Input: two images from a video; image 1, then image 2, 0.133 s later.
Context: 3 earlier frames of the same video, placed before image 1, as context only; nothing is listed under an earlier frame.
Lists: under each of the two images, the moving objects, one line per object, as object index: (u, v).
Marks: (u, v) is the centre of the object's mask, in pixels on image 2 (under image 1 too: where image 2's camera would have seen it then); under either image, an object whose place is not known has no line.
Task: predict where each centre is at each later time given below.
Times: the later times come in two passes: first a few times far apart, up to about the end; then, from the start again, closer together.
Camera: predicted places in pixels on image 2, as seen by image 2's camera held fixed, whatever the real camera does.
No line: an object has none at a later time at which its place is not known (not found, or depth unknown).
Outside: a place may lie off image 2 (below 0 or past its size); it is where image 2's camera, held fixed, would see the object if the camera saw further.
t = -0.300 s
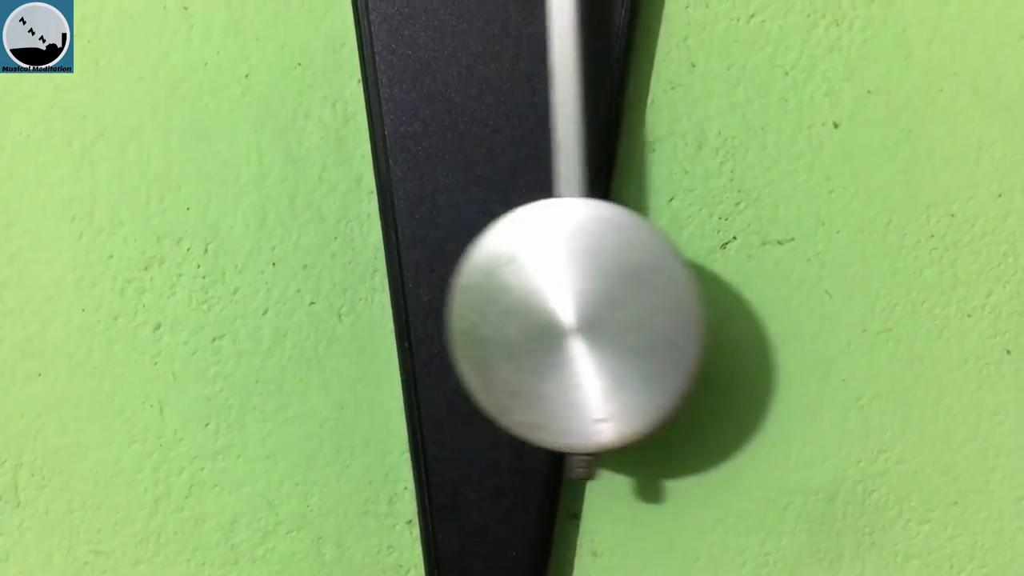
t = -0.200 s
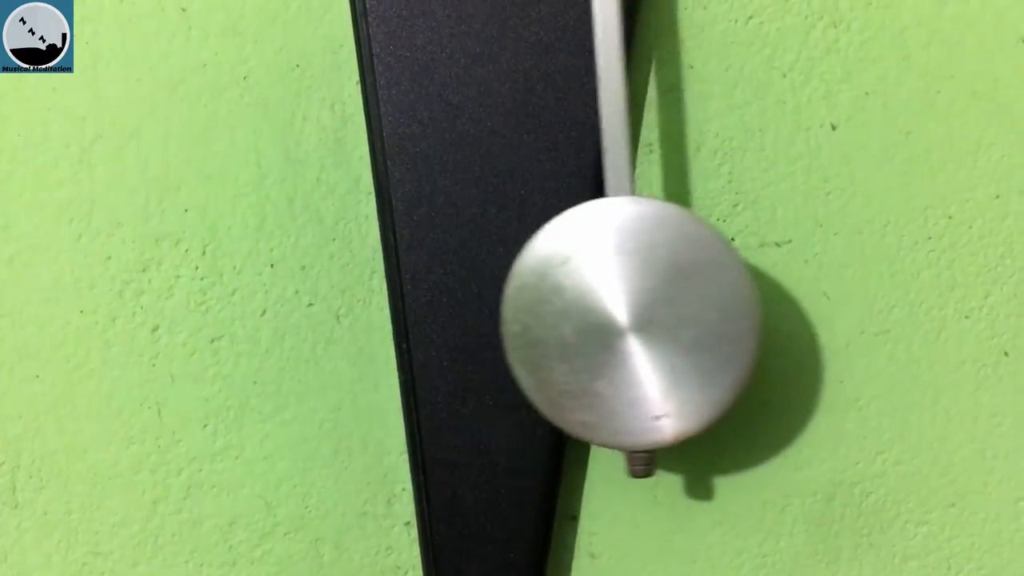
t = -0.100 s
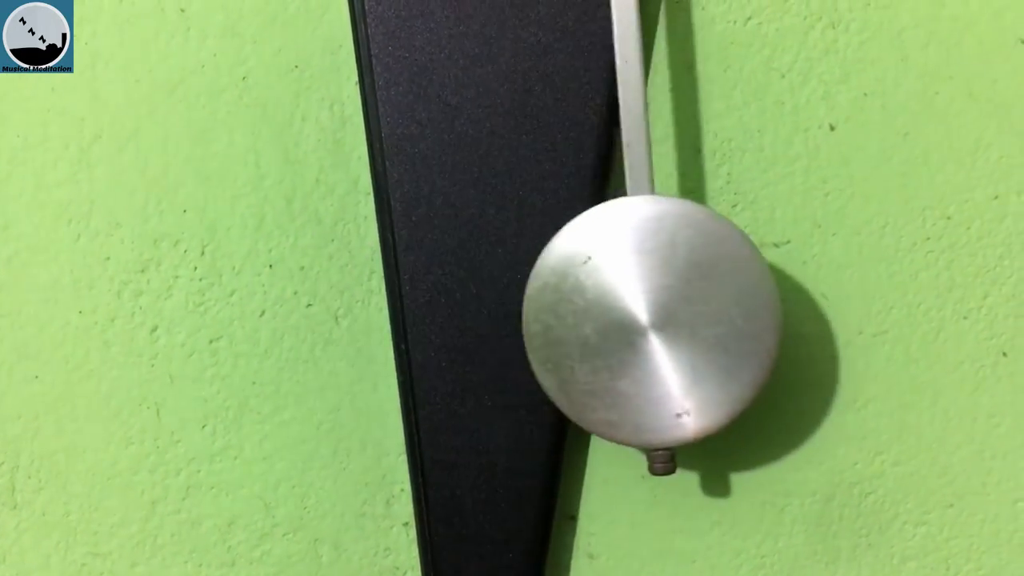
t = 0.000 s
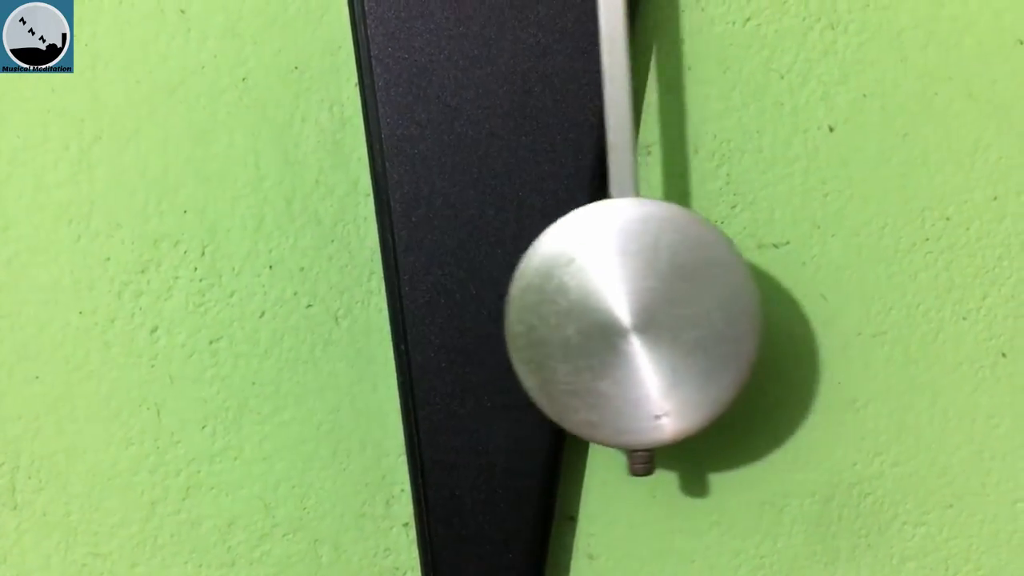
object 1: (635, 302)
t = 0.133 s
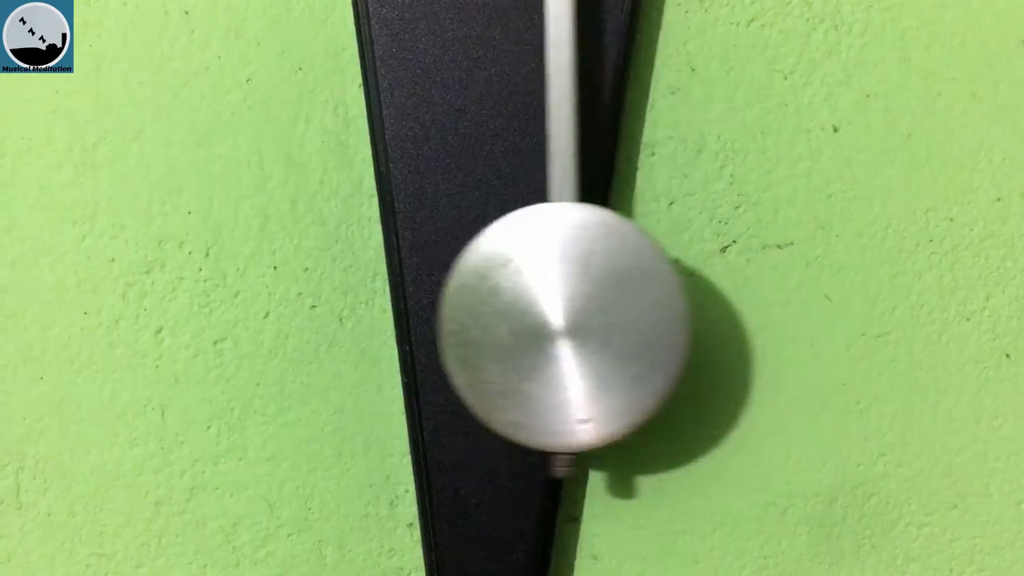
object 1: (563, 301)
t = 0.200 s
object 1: (516, 301)
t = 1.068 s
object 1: (643, 301)
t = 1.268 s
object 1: (585, 300)
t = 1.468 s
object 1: (454, 298)
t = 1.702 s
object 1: (384, 301)
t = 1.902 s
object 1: (473, 298)
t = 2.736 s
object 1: (403, 303)
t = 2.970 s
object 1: (407, 303)
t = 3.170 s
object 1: (529, 303)
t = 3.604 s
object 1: (592, 304)
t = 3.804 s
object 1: (466, 302)
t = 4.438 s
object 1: (587, 305)
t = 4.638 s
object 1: (641, 303)
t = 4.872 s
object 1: (538, 303)
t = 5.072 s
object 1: (414, 302)
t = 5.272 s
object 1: (389, 303)
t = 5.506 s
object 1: (517, 303)
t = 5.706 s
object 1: (628, 301)
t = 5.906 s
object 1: (619, 303)
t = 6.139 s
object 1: (474, 303)
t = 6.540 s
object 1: (426, 303)
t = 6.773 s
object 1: (576, 304)
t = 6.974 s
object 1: (643, 304)
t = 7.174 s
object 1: (571, 304)
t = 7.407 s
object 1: (427, 301)
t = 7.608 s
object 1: (393, 304)
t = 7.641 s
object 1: (401, 304)
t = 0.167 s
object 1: (540, 301)
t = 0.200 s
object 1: (516, 301)
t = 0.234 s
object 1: (494, 301)
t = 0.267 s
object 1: (471, 300)
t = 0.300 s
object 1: (448, 300)
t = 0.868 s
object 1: (562, 302)
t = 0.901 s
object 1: (583, 301)
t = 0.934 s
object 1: (602, 301)
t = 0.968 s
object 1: (618, 301)
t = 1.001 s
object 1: (630, 301)
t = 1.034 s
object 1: (639, 301)
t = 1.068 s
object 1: (643, 301)
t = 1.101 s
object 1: (643, 301)
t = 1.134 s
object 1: (639, 301)
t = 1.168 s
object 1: (631, 300)
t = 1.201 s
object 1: (618, 300)
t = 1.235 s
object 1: (603, 300)
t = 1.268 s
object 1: (585, 300)
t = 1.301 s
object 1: (564, 300)
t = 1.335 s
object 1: (542, 301)
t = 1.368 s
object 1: (520, 300)
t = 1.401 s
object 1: (498, 299)
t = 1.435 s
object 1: (476, 299)
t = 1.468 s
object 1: (454, 298)
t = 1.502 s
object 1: (434, 298)
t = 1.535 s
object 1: (417, 299)
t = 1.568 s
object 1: (402, 300)
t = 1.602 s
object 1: (392, 300)
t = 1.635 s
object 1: (384, 301)
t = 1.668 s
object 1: (382, 301)
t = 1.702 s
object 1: (384, 301)
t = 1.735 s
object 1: (390, 301)
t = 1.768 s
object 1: (400, 301)
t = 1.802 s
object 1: (414, 301)
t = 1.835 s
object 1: (432, 300)
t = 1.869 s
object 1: (451, 300)
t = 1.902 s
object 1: (473, 298)
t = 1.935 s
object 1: (494, 298)
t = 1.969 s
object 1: (516, 299)
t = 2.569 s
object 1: (502, 303)
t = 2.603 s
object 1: (479, 303)
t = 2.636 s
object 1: (458, 303)
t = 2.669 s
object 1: (436, 303)
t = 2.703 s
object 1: (418, 302)
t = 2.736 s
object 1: (403, 303)
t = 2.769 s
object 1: (391, 302)
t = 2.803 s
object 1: (384, 302)
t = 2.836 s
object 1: (380, 303)
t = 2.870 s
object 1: (381, 303)
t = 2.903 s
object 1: (385, 303)
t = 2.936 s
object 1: (394, 303)
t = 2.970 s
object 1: (407, 303)
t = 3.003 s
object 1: (423, 303)
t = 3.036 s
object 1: (442, 303)
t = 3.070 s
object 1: (462, 303)
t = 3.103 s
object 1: (484, 304)
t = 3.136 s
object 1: (507, 303)
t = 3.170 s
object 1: (529, 303)
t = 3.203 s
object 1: (552, 304)
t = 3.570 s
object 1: (609, 304)
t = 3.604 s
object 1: (592, 304)
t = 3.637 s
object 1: (573, 304)
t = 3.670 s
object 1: (553, 304)
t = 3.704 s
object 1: (531, 305)
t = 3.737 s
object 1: (509, 304)
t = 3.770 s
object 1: (488, 303)
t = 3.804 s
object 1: (466, 302)
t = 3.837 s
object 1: (447, 301)
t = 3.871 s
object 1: (428, 300)
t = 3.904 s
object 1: (412, 301)
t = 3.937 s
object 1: (400, 301)
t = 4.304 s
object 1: (500, 304)
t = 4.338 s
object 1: (523, 304)
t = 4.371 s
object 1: (546, 305)
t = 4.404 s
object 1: (567, 304)
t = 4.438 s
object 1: (587, 305)
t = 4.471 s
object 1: (605, 305)
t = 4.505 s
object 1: (620, 305)
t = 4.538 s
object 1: (631, 304)
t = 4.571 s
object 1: (638, 303)
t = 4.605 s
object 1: (642, 303)
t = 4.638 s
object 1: (641, 303)
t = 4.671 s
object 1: (636, 303)
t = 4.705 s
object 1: (627, 302)
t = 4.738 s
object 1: (614, 302)
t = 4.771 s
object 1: (599, 302)
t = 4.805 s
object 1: (580, 302)
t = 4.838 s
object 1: (560, 303)
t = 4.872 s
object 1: (538, 303)
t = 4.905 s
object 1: (516, 301)
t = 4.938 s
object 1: (494, 301)
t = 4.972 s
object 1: (472, 301)
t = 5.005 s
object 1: (451, 301)
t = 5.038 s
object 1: (432, 301)
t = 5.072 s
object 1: (414, 302)
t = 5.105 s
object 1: (400, 302)
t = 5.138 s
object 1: (390, 302)
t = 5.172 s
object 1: (383, 302)
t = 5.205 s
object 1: (381, 303)
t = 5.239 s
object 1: (383, 303)
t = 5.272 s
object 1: (389, 303)
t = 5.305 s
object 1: (399, 304)
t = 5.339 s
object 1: (414, 303)
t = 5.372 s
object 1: (430, 303)
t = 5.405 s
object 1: (451, 303)
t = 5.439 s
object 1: (472, 303)
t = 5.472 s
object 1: (494, 301)
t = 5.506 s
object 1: (517, 303)
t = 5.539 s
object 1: (539, 303)
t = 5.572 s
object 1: (561, 301)
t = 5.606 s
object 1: (582, 301)
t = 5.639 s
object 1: (600, 301)
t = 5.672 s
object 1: (616, 301)
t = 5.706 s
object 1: (628, 301)
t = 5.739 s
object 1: (637, 301)
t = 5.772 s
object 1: (642, 302)
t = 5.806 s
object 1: (642, 302)
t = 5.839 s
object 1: (639, 303)
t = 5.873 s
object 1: (631, 303)
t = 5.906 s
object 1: (619, 303)
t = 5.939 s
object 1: (604, 304)
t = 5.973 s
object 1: (585, 304)
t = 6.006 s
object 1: (565, 304)
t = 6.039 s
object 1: (543, 304)
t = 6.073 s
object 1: (520, 303)
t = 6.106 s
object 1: (497, 303)
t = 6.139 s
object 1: (474, 303)
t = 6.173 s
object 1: (453, 304)
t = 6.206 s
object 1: (433, 303)
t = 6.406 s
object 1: (381, 303)
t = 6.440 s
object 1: (387, 303)
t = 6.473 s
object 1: (397, 303)
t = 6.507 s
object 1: (410, 302)
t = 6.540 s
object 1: (426, 303)
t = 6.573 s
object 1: (446, 302)
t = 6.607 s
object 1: (466, 302)
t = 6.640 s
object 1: (489, 304)
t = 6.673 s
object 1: (511, 303)
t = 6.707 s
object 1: (533, 304)
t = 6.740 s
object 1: (556, 304)
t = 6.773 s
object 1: (576, 304)
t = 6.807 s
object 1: (595, 304)
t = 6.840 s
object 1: (612, 304)
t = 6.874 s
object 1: (625, 304)
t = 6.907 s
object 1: (635, 304)
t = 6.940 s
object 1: (641, 304)
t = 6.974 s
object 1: (643, 304)
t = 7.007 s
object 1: (640, 304)
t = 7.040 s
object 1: (633, 305)
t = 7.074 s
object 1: (622, 305)
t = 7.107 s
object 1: (608, 305)
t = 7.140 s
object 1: (591, 304)
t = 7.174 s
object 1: (571, 304)
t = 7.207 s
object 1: (550, 304)
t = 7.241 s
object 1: (528, 304)
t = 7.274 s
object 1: (507, 303)
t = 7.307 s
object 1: (485, 303)
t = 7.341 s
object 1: (465, 302)
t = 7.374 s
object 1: (445, 301)
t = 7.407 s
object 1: (427, 301)
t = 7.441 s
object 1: (412, 300)
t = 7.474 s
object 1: (401, 302)
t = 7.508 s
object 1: (393, 303)
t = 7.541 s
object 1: (388, 304)
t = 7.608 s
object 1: (393, 304)
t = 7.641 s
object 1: (401, 304)
